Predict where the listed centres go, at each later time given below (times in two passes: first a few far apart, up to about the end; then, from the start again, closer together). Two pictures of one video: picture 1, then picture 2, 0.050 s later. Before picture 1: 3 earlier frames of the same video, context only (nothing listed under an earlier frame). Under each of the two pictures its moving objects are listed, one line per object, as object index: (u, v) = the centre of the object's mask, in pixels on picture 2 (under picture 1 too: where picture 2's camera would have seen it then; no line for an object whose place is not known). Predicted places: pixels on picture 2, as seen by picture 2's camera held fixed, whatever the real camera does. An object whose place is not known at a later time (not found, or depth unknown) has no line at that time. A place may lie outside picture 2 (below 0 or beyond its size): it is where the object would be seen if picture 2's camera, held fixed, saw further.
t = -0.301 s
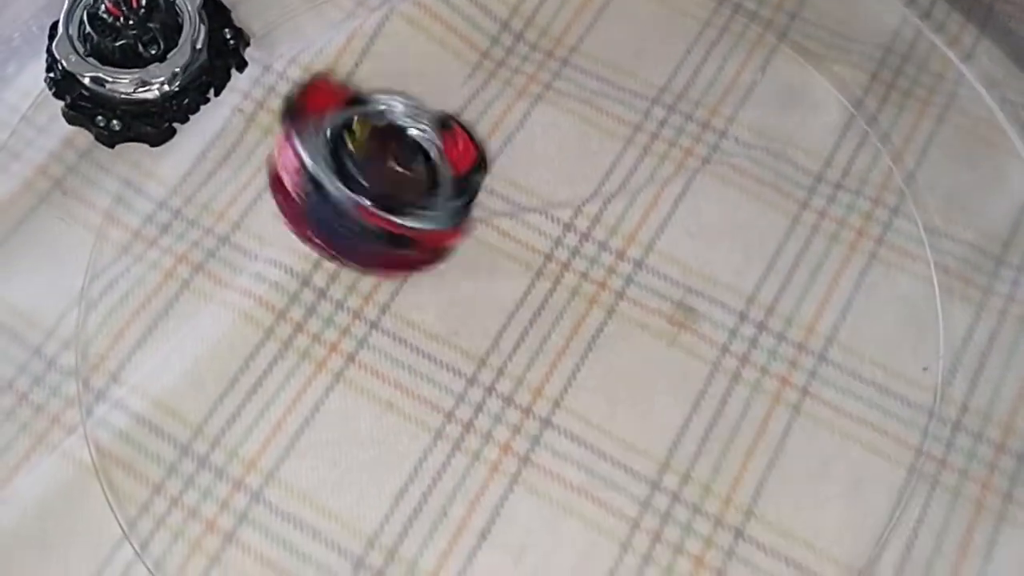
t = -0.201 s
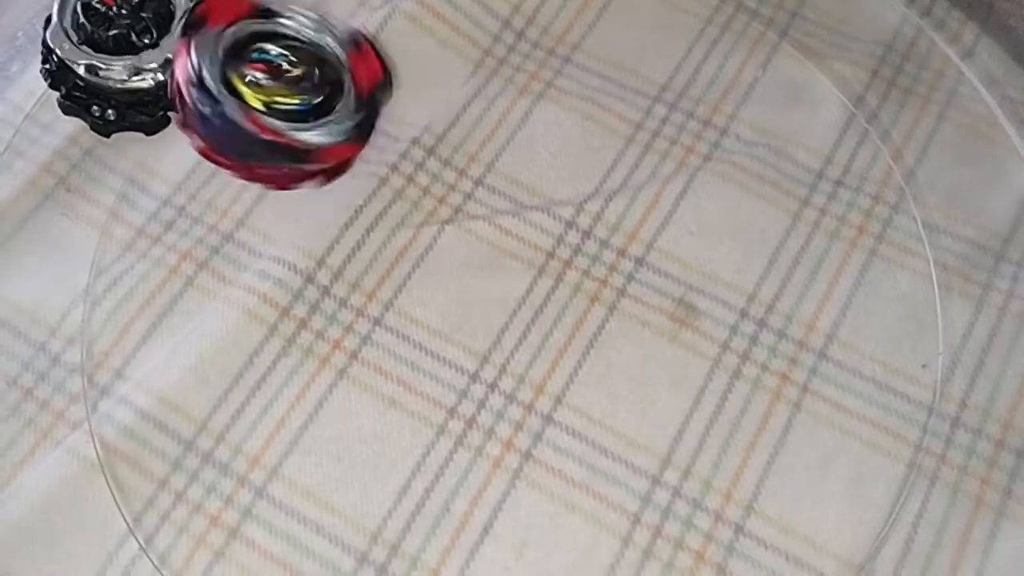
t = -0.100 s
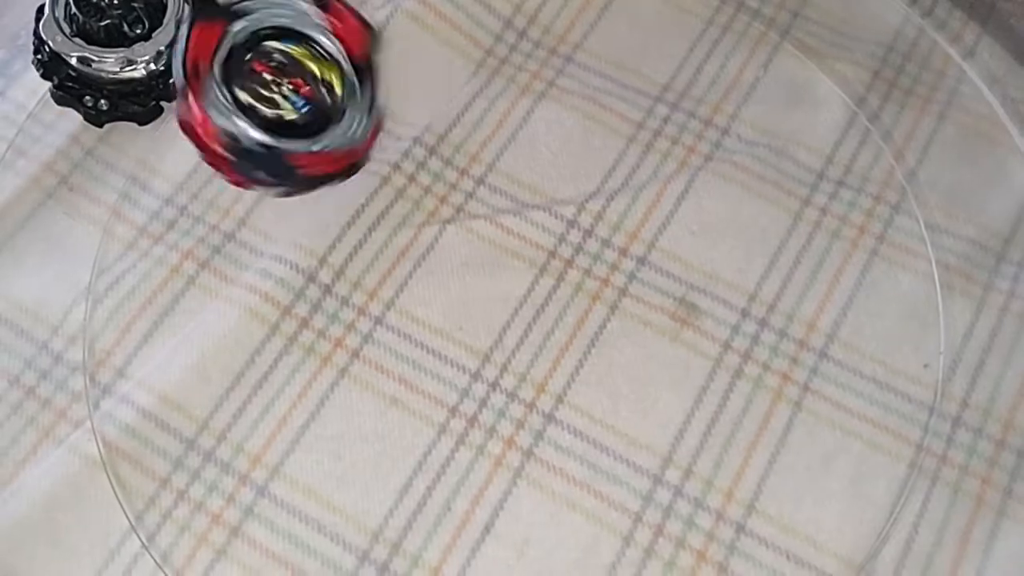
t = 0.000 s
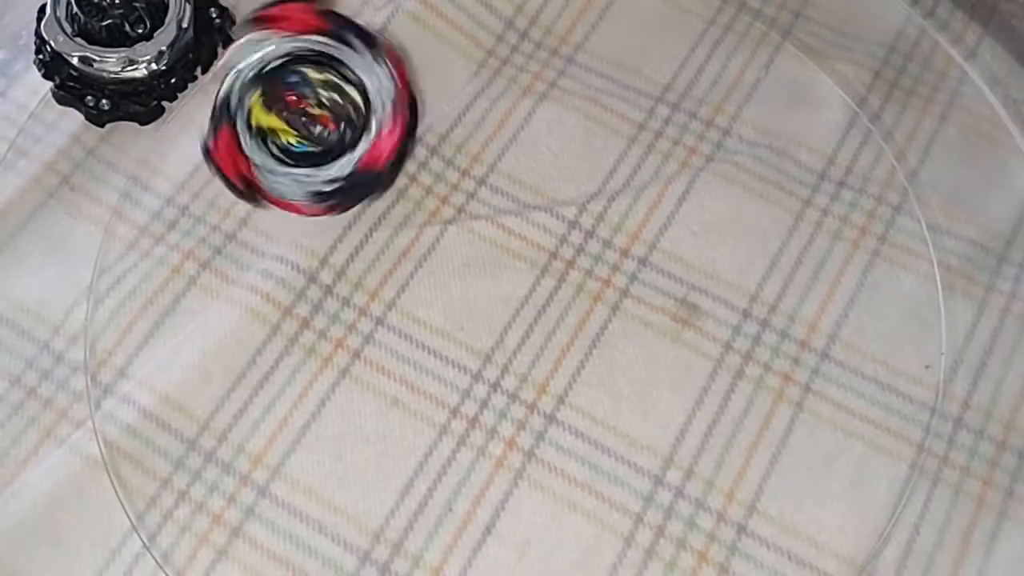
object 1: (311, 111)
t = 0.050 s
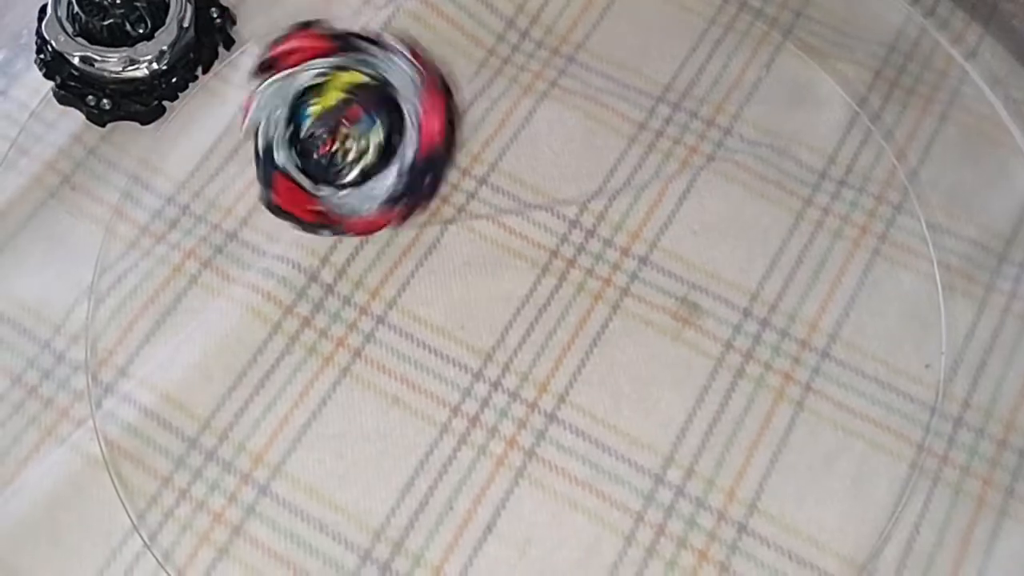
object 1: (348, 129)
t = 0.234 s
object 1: (539, 268)
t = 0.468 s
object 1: (767, 302)
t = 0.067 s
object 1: (357, 140)
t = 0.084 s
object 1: (370, 151)
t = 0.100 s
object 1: (382, 165)
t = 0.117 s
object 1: (396, 179)
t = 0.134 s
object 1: (412, 192)
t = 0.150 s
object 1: (432, 204)
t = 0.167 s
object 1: (452, 220)
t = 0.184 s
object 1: (473, 234)
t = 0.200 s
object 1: (496, 247)
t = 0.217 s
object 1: (519, 258)
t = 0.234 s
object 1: (539, 268)
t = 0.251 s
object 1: (560, 277)
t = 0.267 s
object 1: (584, 282)
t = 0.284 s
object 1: (607, 287)
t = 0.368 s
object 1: (711, 299)
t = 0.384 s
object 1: (726, 299)
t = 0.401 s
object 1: (740, 298)
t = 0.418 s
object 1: (752, 296)
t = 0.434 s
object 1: (763, 296)
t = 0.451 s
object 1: (767, 298)
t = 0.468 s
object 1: (767, 302)
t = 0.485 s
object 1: (765, 302)
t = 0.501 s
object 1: (763, 304)
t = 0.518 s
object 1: (762, 306)
